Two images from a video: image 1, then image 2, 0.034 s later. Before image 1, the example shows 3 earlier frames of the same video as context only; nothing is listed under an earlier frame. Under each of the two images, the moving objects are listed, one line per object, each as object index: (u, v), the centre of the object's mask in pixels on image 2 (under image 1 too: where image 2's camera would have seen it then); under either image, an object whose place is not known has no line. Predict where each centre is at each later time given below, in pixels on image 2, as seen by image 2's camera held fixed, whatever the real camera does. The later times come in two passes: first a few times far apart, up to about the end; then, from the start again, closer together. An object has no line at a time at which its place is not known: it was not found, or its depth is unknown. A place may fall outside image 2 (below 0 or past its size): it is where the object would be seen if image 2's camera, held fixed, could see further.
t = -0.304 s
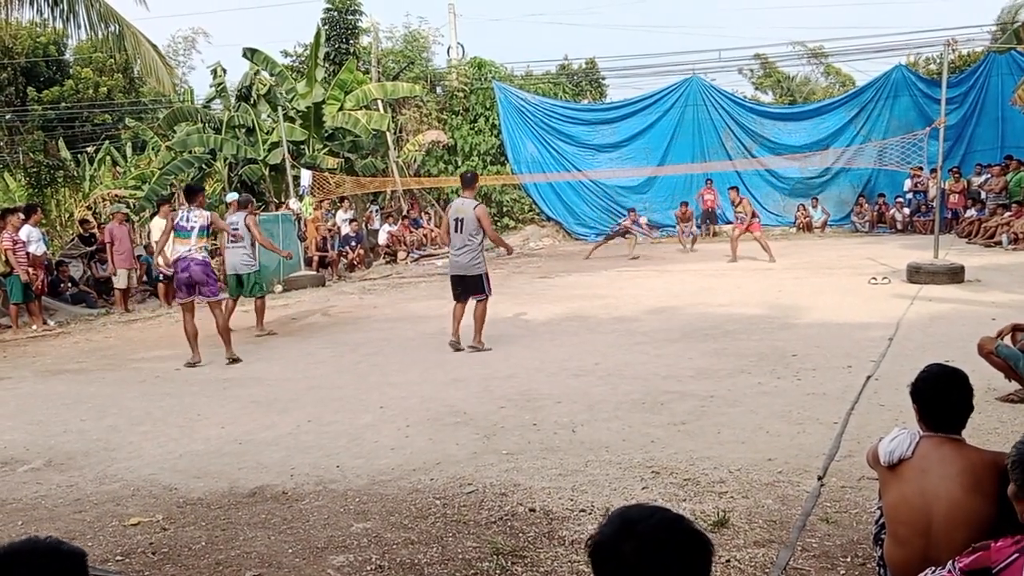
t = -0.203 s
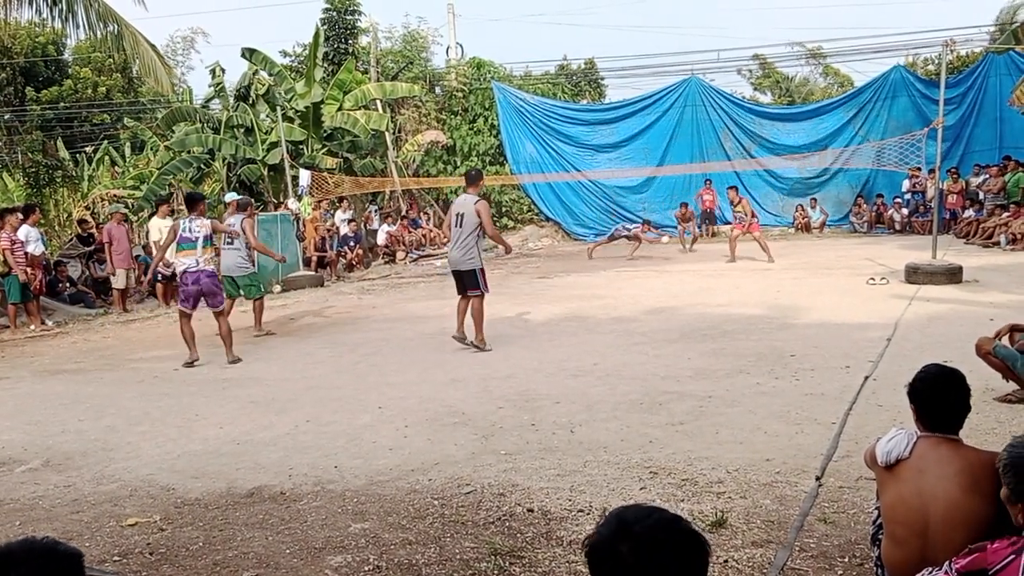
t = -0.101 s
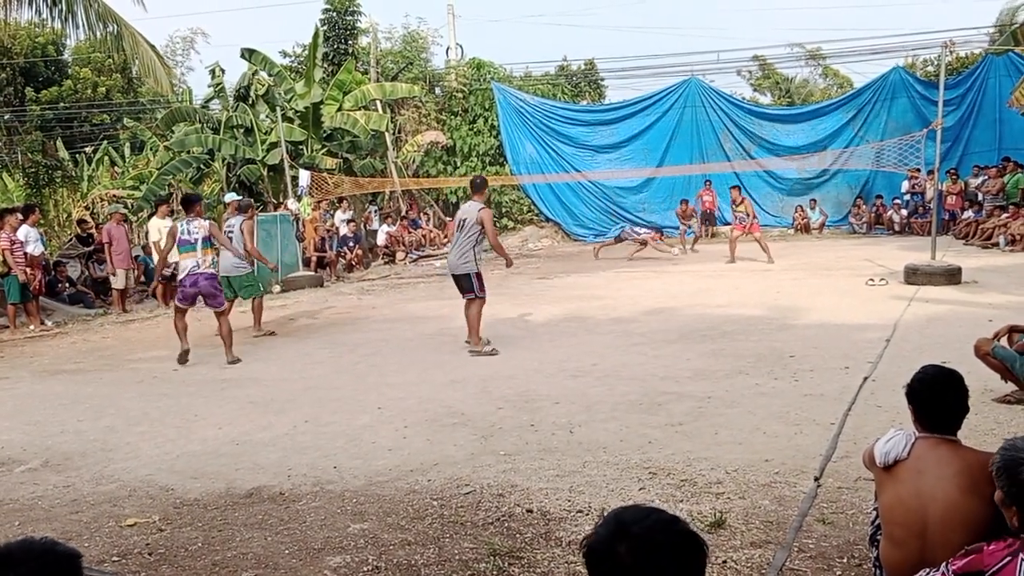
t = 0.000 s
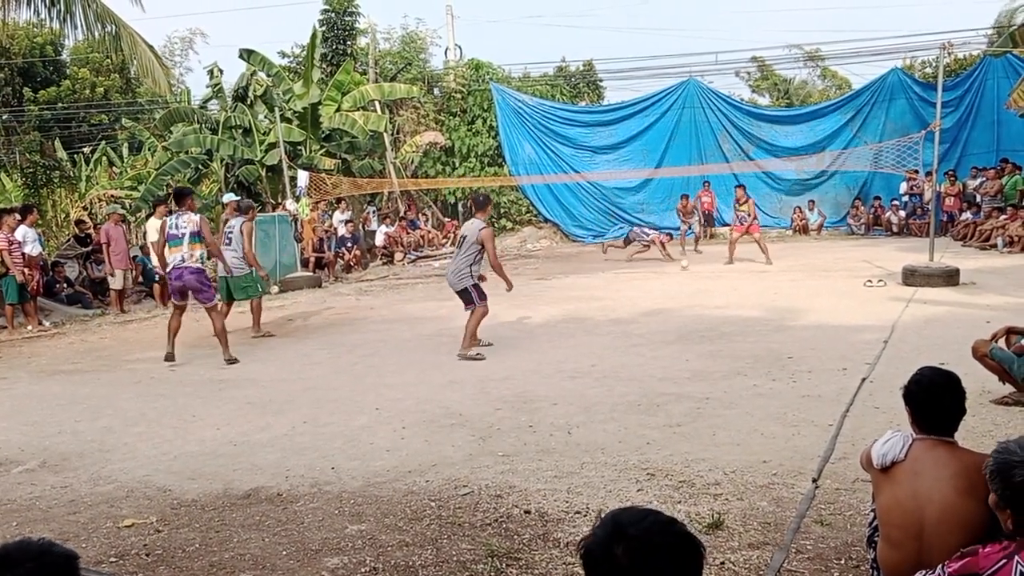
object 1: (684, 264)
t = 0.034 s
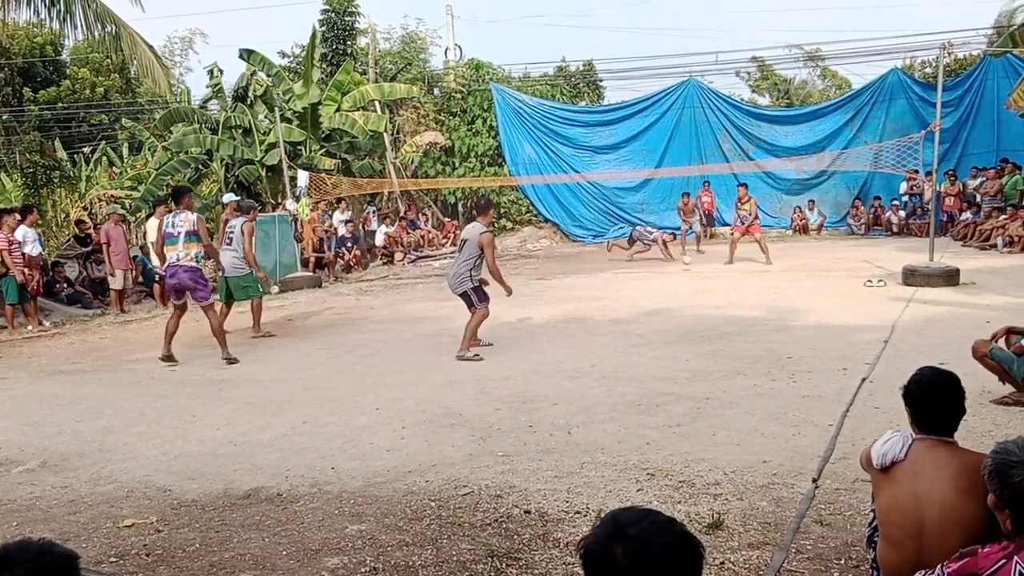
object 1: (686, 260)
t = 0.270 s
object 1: (705, 252)
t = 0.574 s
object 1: (730, 272)
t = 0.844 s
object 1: (749, 265)
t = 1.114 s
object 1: (774, 299)
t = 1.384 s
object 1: (803, 282)
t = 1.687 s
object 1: (849, 346)
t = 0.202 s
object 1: (699, 252)
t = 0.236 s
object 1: (700, 251)
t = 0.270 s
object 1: (705, 252)
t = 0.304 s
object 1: (707, 254)
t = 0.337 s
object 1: (709, 257)
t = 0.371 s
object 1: (713, 261)
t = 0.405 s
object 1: (716, 265)
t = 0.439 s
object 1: (719, 271)
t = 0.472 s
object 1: (723, 278)
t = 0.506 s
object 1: (726, 283)
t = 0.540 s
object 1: (728, 277)
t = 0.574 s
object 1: (730, 272)
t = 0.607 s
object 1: (732, 268)
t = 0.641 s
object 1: (735, 265)
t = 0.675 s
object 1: (737, 263)
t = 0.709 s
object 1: (739, 261)
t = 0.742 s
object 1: (742, 260)
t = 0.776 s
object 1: (744, 261)
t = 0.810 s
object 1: (748, 262)
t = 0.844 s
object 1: (749, 265)
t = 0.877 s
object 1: (753, 268)
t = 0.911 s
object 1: (756, 272)
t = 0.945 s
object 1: (759, 279)
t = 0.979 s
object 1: (762, 285)
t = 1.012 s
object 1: (765, 293)
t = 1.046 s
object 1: (768, 302)
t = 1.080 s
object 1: (771, 306)
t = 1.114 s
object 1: (774, 299)
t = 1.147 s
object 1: (778, 294)
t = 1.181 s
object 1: (781, 289)
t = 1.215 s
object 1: (784, 286)
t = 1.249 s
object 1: (788, 283)
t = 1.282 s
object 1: (792, 281)
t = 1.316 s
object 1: (796, 281)
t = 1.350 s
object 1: (799, 281)
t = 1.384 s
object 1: (803, 282)
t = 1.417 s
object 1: (808, 286)
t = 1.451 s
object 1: (812, 290)
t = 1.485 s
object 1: (817, 295)
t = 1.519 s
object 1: (822, 303)
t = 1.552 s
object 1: (827, 312)
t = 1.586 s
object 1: (833, 323)
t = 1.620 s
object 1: (838, 337)
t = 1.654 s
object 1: (844, 351)
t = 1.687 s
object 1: (849, 346)
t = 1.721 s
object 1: (853, 339)
